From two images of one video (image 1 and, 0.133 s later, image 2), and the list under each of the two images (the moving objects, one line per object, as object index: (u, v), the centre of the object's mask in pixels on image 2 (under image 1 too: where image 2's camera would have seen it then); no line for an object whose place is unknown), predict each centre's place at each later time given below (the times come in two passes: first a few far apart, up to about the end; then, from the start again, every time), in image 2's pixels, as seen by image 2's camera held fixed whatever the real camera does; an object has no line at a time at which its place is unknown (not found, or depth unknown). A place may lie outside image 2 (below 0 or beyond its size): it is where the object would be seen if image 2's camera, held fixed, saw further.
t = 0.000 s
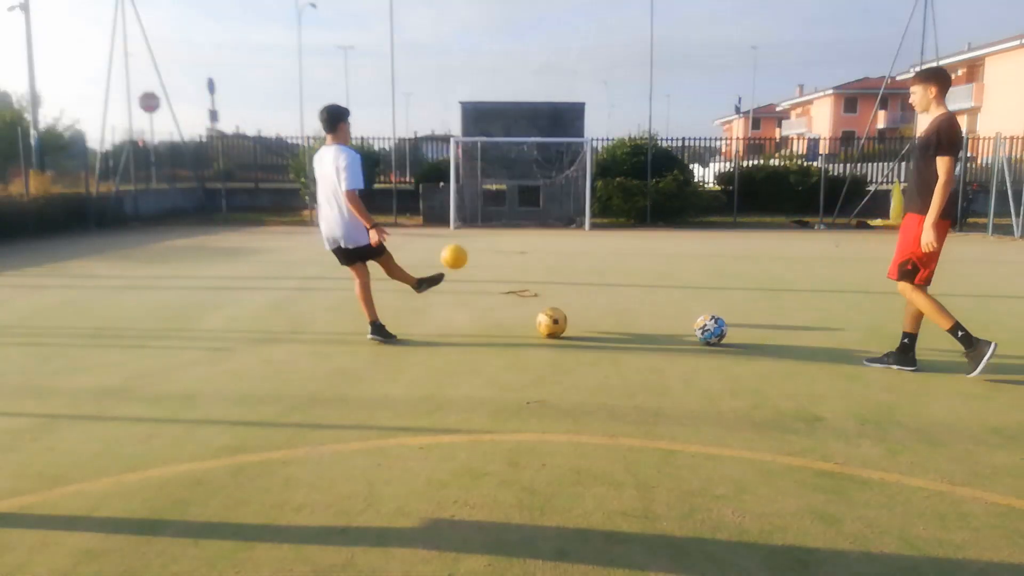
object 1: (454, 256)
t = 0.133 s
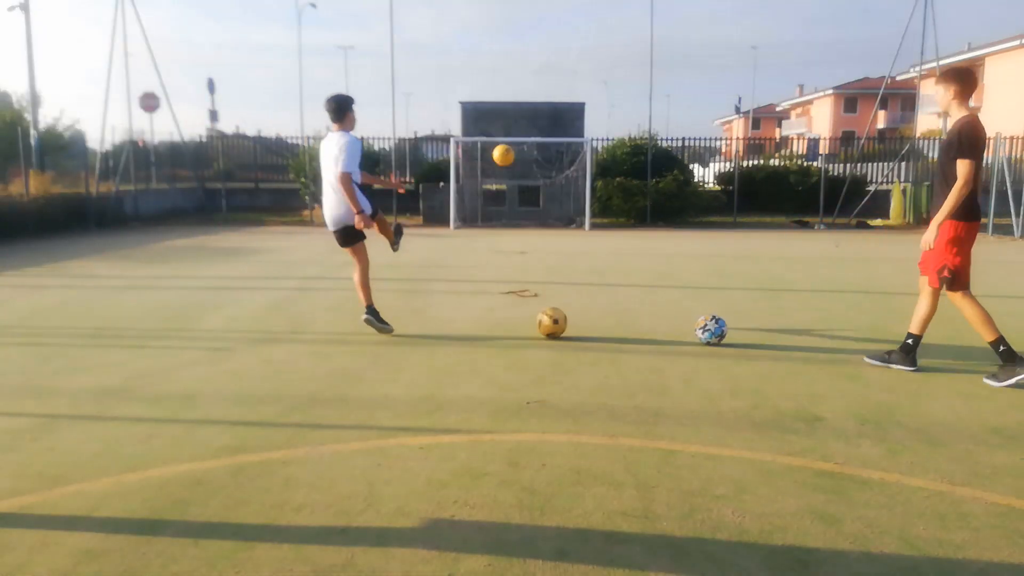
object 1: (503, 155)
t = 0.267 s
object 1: (530, 105)
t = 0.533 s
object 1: (552, 76)
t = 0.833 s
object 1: (557, 97)
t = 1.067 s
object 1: (565, 119)
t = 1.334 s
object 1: (581, 176)
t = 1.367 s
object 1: (583, 187)
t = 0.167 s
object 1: (511, 139)
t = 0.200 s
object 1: (518, 125)
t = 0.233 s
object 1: (525, 114)
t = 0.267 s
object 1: (530, 105)
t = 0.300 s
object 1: (534, 98)
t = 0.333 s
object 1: (538, 91)
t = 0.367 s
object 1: (542, 86)
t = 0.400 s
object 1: (544, 82)
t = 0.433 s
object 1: (547, 79)
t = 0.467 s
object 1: (549, 77)
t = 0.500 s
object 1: (551, 76)
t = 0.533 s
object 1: (552, 76)
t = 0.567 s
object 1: (553, 76)
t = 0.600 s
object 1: (554, 77)
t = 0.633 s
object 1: (555, 78)
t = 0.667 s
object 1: (556, 80)
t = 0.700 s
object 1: (556, 83)
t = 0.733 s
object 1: (556, 86)
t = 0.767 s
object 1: (557, 89)
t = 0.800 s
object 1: (557, 92)
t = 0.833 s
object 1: (557, 97)
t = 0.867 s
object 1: (556, 101)
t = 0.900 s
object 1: (555, 105)
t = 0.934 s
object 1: (556, 107)
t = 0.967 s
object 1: (558, 110)
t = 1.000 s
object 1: (560, 112)
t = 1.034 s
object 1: (562, 115)
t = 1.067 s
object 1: (565, 119)
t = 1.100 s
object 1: (566, 123)
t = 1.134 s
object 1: (568, 129)
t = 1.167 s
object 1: (570, 134)
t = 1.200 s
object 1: (572, 141)
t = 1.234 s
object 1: (574, 149)
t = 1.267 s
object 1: (576, 157)
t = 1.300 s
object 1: (579, 166)
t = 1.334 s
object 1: (581, 176)
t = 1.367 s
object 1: (583, 187)
